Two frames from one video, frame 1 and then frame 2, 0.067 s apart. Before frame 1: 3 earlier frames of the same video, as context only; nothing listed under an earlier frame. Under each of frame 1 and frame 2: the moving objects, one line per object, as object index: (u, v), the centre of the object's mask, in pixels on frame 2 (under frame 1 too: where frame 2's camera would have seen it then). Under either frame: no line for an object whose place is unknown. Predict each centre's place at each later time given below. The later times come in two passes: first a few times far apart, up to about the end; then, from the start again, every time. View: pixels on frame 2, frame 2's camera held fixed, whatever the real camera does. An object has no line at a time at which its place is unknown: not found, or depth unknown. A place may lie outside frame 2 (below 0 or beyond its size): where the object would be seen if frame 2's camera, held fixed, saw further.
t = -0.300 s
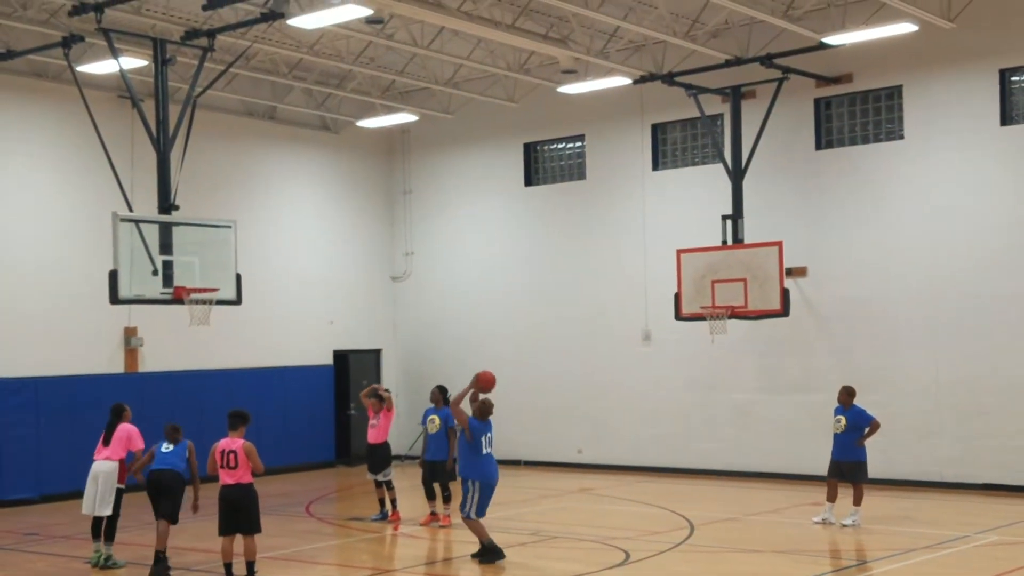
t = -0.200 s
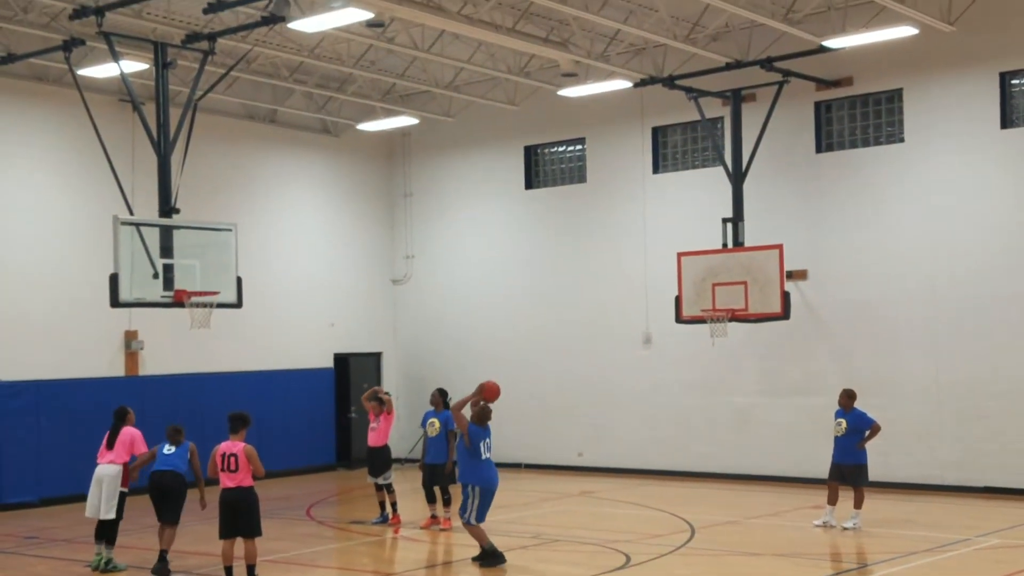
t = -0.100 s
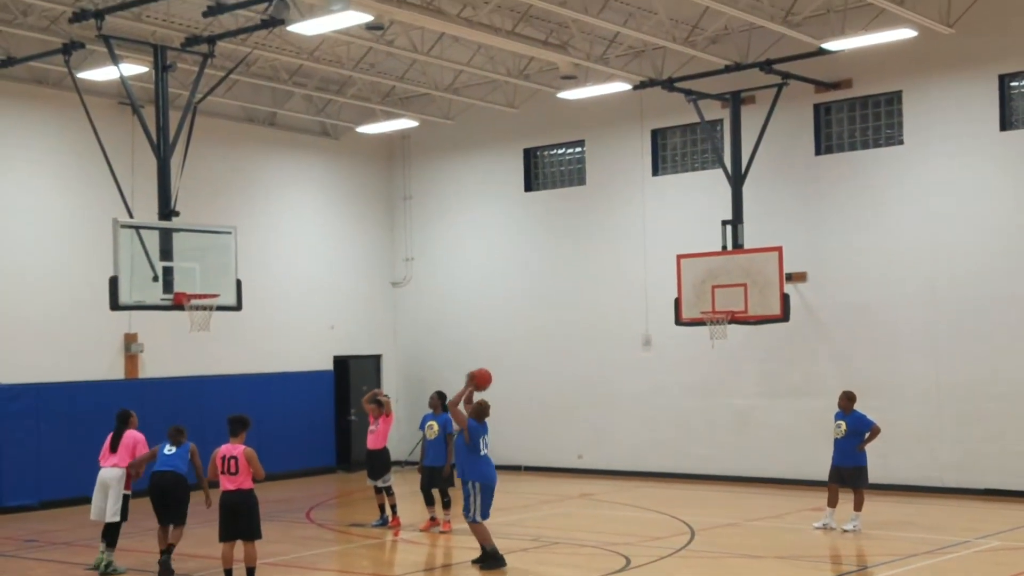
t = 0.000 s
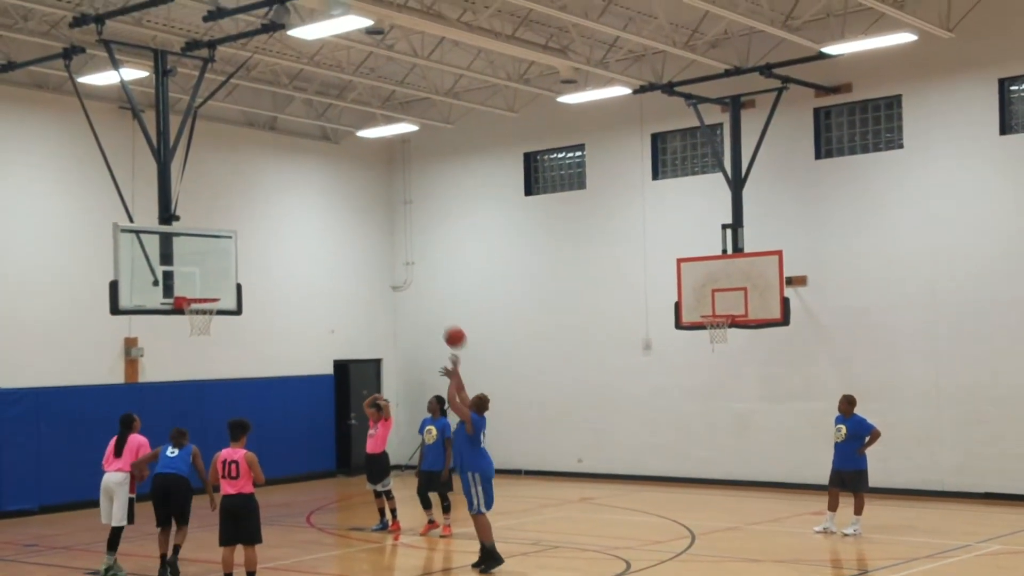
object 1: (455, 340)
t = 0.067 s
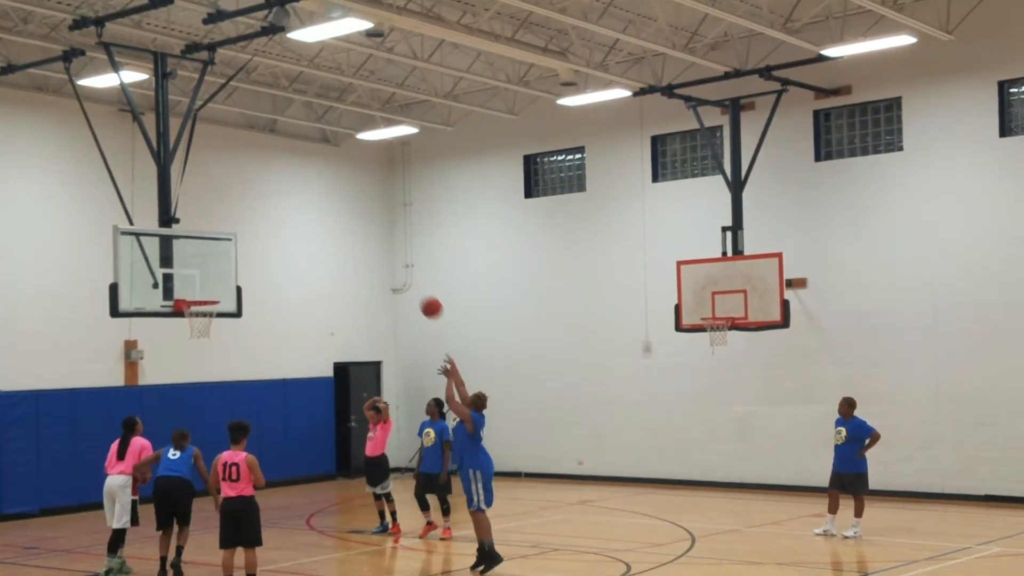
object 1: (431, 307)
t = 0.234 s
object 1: (375, 248)
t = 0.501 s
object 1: (296, 206)
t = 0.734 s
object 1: (233, 219)
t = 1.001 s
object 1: (175, 279)
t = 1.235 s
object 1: (233, 292)
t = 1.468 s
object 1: (296, 329)
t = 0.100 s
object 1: (420, 293)
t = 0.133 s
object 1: (408, 280)
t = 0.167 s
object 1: (397, 268)
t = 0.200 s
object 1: (386, 257)
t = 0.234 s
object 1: (375, 248)
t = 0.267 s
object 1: (365, 239)
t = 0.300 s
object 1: (355, 231)
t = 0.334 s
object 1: (345, 224)
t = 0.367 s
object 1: (335, 219)
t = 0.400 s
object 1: (325, 214)
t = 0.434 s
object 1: (315, 210)
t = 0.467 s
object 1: (305, 208)
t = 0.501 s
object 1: (296, 206)
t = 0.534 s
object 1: (287, 206)
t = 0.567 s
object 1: (277, 206)
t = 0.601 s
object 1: (269, 206)
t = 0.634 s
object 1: (259, 208)
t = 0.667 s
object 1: (251, 211)
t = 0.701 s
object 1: (242, 213)
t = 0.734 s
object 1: (233, 219)
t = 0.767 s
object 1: (225, 223)
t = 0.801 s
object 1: (217, 229)
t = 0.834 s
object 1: (209, 235)
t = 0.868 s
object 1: (201, 244)
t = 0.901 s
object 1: (193, 252)
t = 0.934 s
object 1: (185, 261)
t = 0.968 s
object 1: (178, 271)
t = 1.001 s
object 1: (175, 279)
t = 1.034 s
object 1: (181, 286)
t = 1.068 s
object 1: (188, 292)
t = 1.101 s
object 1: (197, 291)
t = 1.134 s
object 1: (206, 290)
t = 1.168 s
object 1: (215, 290)
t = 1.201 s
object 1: (224, 291)
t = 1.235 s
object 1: (233, 292)
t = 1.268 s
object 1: (242, 295)
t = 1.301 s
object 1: (251, 299)
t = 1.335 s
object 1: (260, 303)
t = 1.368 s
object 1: (269, 309)
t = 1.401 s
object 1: (278, 314)
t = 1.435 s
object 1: (287, 321)
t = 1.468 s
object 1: (296, 329)
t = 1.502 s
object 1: (306, 338)
